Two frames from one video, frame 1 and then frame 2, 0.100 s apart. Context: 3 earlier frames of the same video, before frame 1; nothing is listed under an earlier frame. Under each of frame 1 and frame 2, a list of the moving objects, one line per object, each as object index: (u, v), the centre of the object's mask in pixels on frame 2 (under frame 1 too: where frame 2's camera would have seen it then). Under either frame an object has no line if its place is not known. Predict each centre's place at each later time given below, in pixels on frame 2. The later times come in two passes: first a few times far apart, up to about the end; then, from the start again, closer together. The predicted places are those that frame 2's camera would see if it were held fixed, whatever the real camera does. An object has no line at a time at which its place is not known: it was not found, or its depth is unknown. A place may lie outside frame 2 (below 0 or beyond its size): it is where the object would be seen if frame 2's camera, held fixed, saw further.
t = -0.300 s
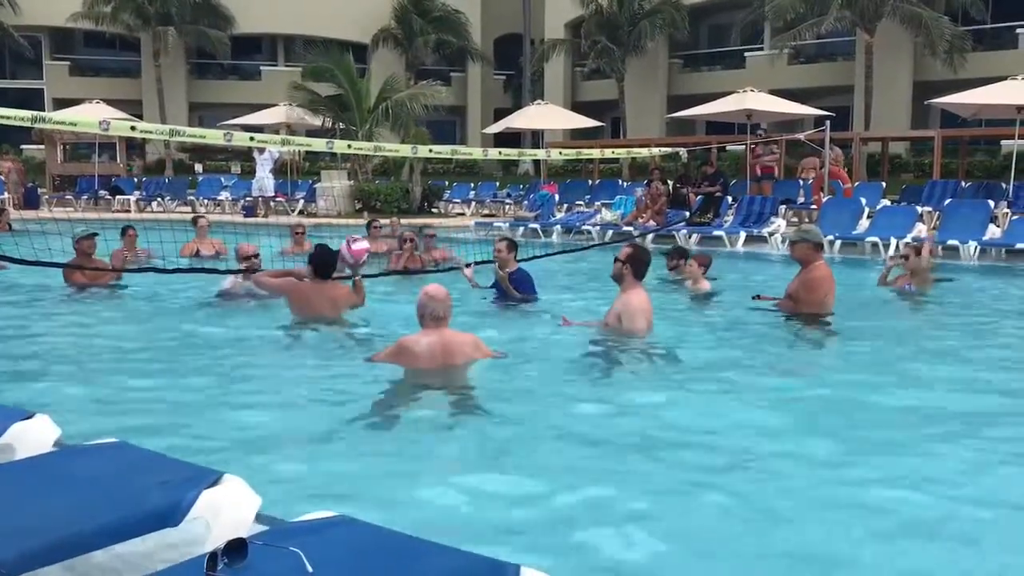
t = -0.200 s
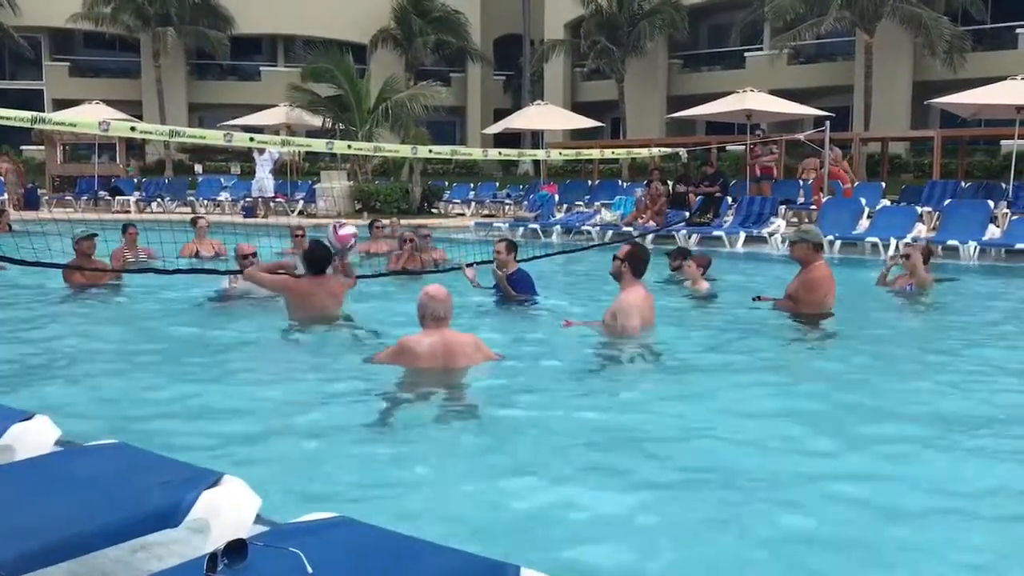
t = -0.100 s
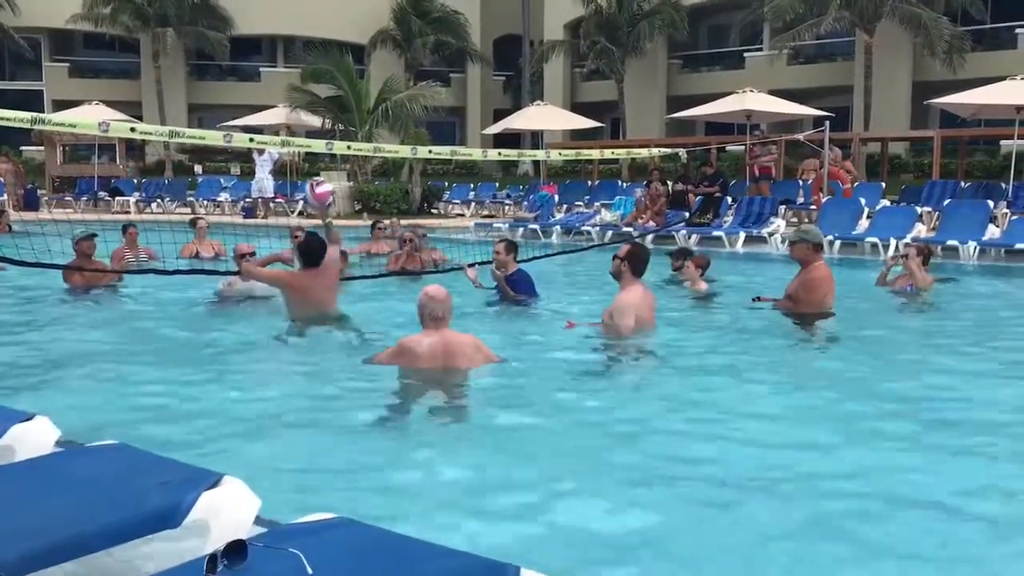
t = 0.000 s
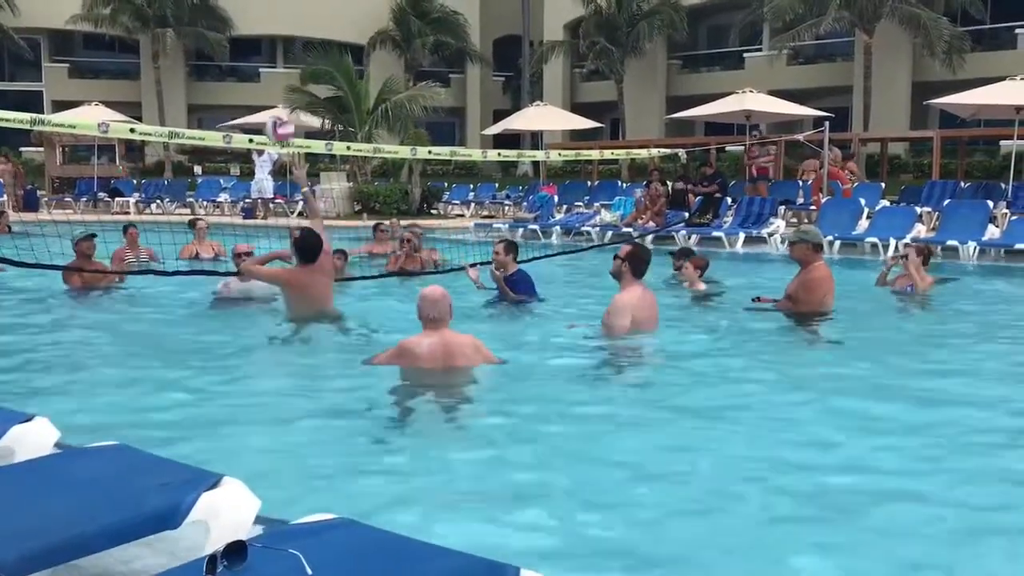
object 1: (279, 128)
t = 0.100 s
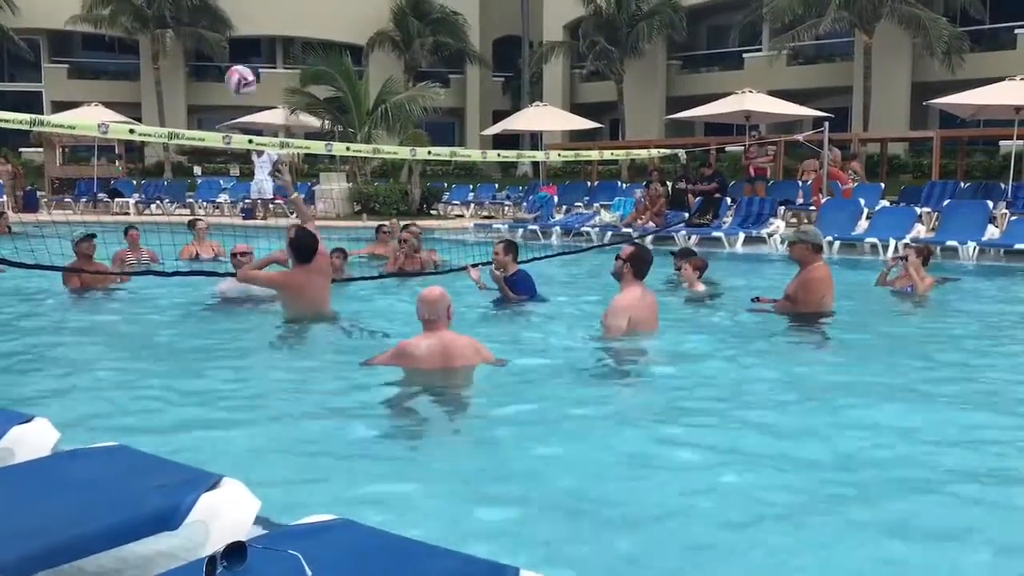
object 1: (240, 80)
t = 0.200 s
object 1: (203, 47)
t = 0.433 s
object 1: (128, 29)
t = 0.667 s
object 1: (62, 76)
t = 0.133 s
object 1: (228, 68)
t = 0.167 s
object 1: (216, 57)
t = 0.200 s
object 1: (203, 47)
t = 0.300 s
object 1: (170, 30)
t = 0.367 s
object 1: (149, 26)
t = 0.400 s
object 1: (138, 27)
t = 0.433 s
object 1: (128, 29)
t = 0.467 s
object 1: (117, 32)
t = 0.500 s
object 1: (107, 36)
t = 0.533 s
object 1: (97, 42)
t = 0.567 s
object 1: (88, 48)
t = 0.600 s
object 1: (79, 57)
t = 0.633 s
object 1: (70, 66)
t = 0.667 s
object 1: (62, 76)
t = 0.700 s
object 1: (53, 88)
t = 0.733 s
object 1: (45, 101)
